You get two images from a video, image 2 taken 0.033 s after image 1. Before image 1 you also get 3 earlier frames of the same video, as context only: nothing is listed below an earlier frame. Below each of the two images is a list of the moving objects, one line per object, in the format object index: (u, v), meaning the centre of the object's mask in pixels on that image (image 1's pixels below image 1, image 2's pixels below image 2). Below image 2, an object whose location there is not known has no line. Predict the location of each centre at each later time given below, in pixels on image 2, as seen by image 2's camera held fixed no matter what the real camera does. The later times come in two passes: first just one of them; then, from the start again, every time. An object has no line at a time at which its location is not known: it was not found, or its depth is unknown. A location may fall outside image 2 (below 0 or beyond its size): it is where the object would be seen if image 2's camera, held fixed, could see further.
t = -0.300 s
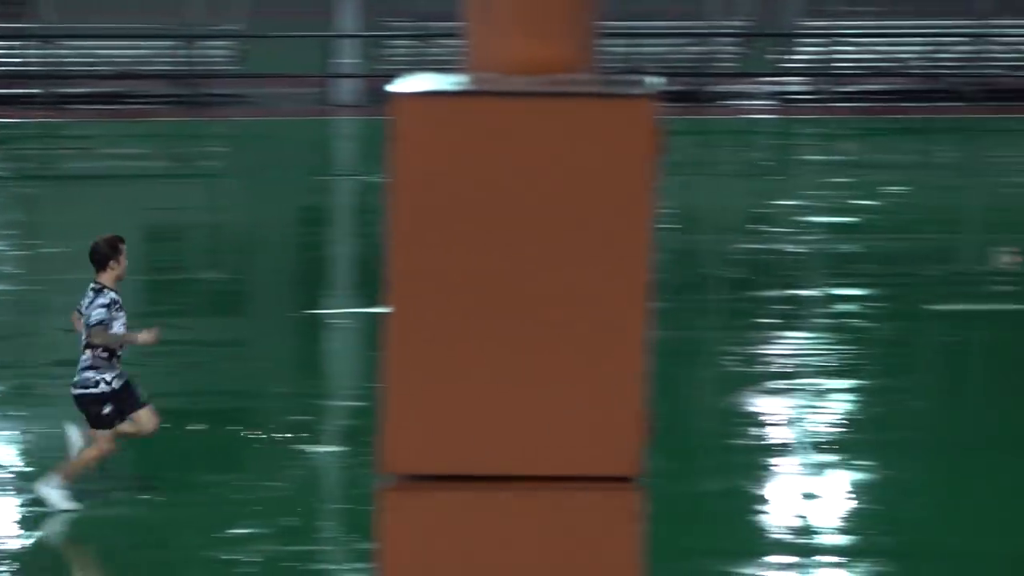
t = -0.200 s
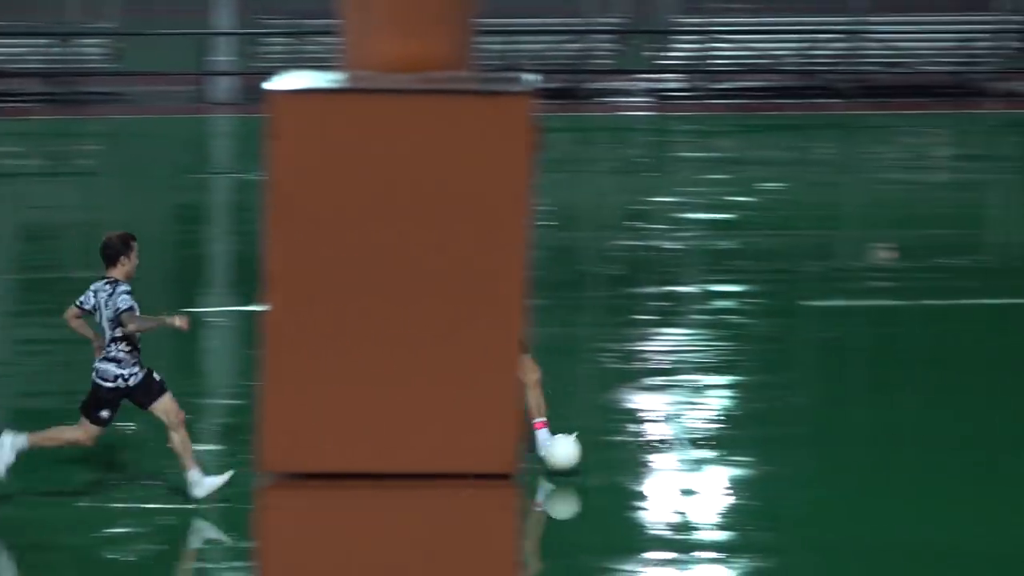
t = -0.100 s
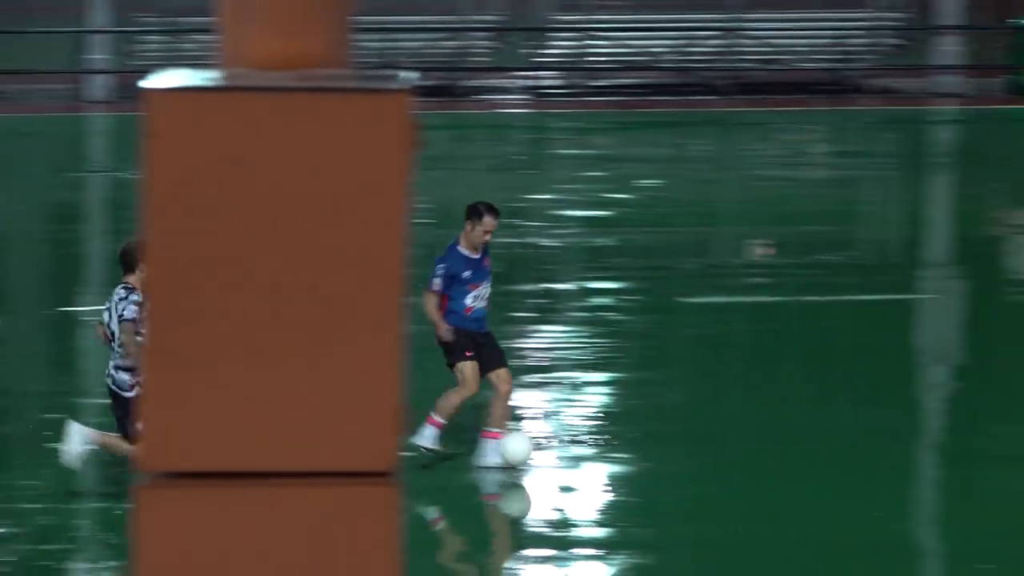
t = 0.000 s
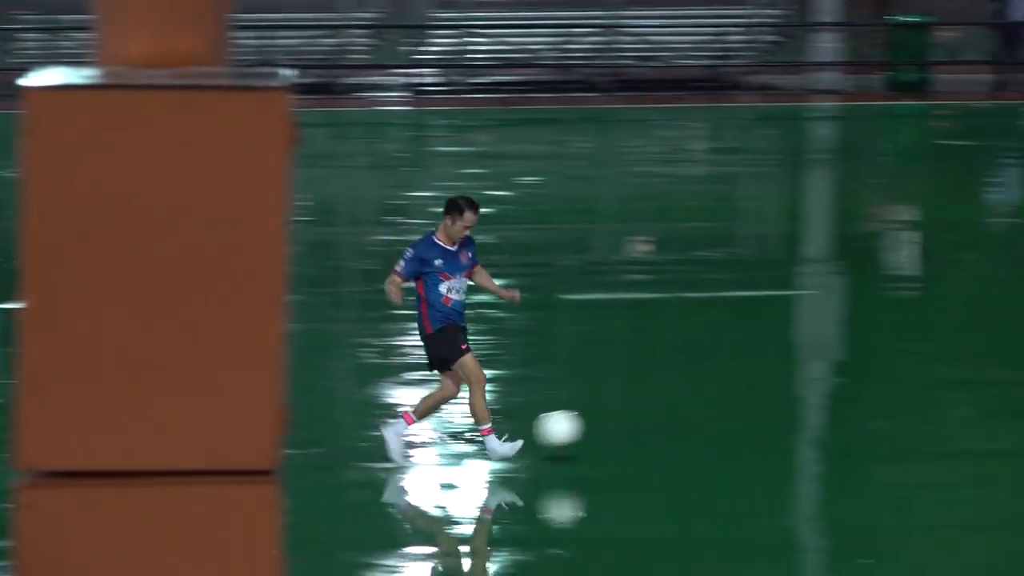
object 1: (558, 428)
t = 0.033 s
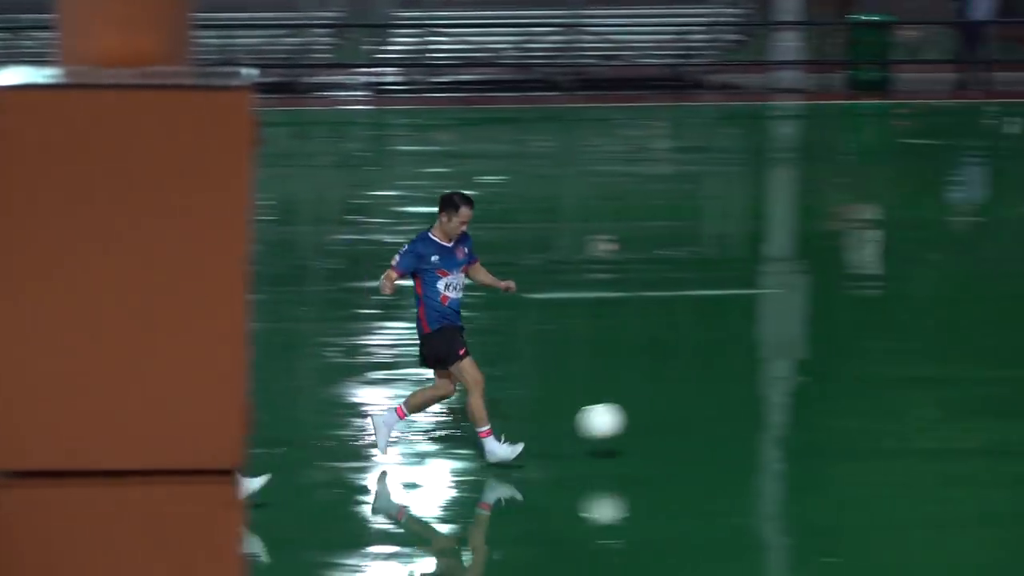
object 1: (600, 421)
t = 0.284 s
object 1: (1186, 444)
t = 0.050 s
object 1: (639, 419)
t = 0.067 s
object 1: (677, 418)
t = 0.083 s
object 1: (715, 418)
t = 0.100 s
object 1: (754, 417)
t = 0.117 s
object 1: (792, 417)
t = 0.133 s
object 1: (831, 418)
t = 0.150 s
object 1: (869, 419)
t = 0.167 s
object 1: (908, 420)
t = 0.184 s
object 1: (947, 422)
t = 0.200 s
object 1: (986, 425)
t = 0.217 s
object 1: (1026, 428)
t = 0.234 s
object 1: (1065, 431)
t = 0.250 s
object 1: (1105, 435)
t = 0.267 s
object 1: (1146, 440)
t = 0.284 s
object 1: (1186, 444)
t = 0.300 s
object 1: (1225, 442)
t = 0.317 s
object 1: (1262, 438)
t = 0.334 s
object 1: (1300, 435)
